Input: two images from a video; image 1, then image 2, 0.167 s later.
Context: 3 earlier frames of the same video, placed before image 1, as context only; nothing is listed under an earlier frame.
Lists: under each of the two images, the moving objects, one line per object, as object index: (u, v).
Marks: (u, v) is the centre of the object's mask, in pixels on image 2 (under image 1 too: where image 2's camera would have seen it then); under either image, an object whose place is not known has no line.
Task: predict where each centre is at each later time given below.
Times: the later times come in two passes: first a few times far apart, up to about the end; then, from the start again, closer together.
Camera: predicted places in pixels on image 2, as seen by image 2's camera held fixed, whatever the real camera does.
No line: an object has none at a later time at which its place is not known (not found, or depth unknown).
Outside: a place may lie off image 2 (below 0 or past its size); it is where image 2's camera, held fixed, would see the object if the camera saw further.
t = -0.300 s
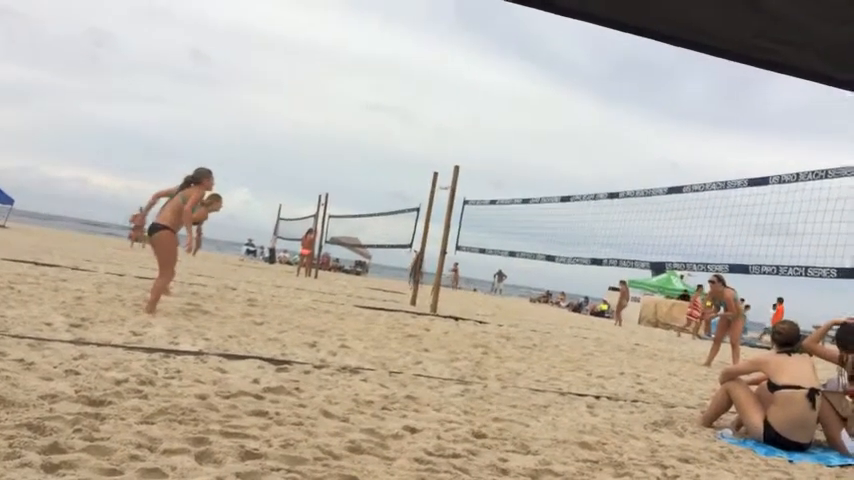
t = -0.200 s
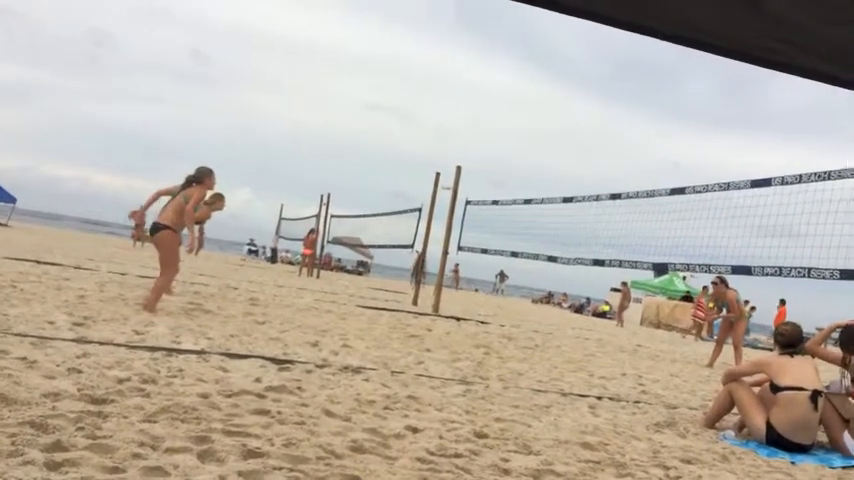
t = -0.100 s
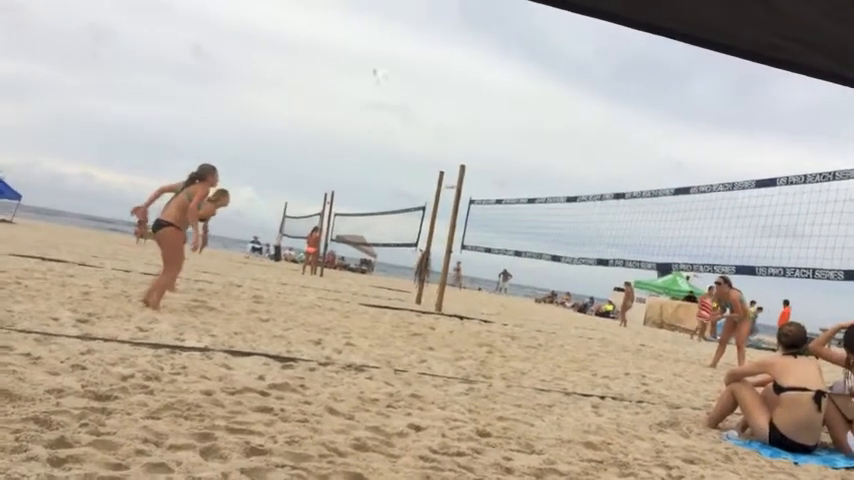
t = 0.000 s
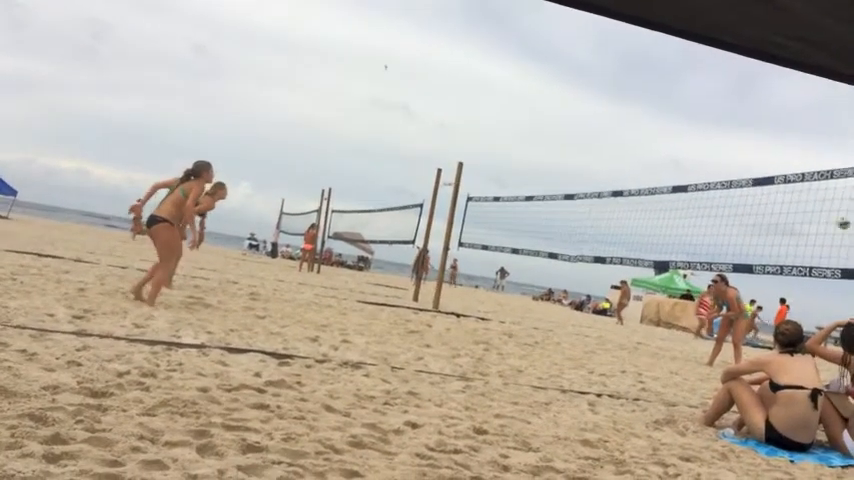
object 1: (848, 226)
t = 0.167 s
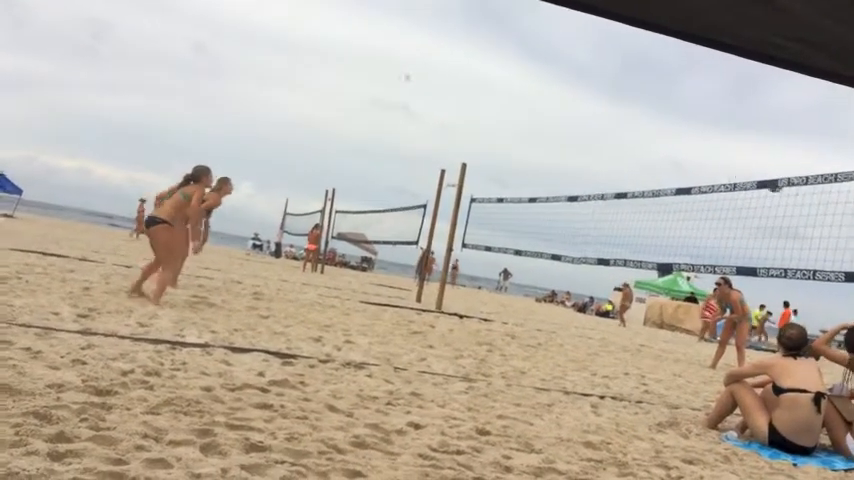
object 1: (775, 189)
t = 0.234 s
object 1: (742, 174)
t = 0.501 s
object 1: (587, 145)
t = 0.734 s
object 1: (410, 158)
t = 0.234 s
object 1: (742, 174)
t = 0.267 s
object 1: (725, 168)
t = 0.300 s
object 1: (707, 163)
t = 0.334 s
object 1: (689, 159)
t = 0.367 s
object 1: (670, 155)
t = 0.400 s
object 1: (651, 151)
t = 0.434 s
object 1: (630, 148)
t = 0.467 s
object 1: (609, 146)
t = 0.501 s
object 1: (587, 145)
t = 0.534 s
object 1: (565, 143)
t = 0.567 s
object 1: (542, 143)
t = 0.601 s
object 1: (519, 144)
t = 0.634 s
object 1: (493, 146)
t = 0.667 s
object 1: (466, 149)
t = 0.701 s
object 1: (439, 152)
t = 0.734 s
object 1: (410, 158)
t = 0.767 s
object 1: (379, 163)
